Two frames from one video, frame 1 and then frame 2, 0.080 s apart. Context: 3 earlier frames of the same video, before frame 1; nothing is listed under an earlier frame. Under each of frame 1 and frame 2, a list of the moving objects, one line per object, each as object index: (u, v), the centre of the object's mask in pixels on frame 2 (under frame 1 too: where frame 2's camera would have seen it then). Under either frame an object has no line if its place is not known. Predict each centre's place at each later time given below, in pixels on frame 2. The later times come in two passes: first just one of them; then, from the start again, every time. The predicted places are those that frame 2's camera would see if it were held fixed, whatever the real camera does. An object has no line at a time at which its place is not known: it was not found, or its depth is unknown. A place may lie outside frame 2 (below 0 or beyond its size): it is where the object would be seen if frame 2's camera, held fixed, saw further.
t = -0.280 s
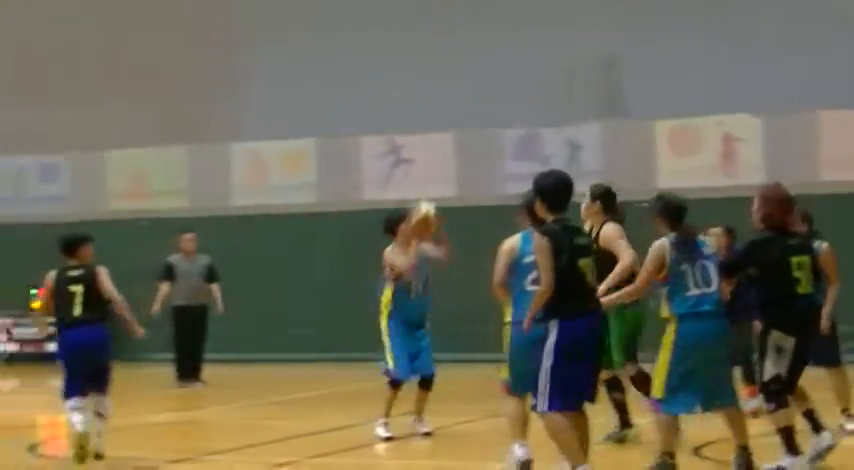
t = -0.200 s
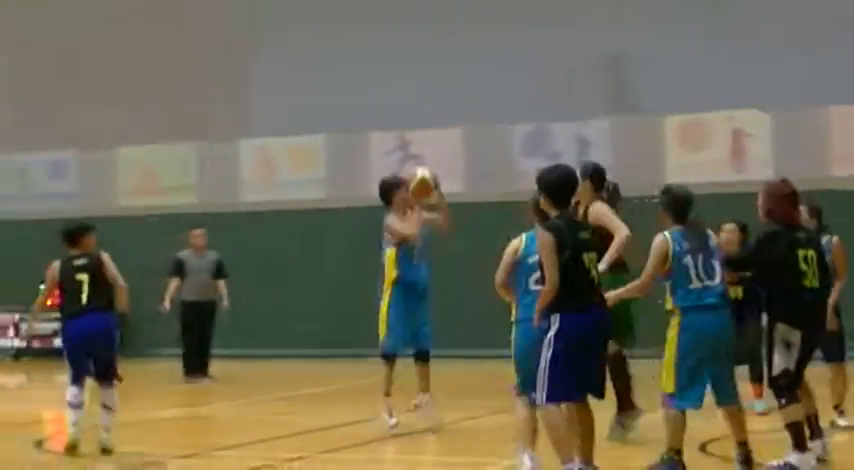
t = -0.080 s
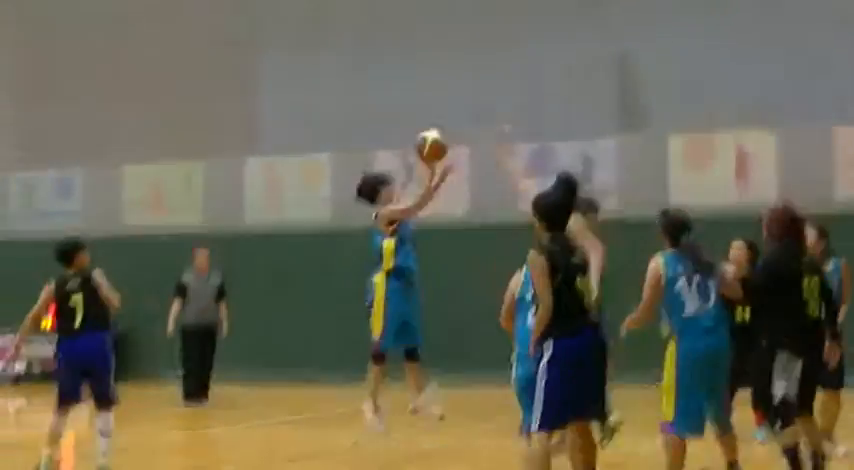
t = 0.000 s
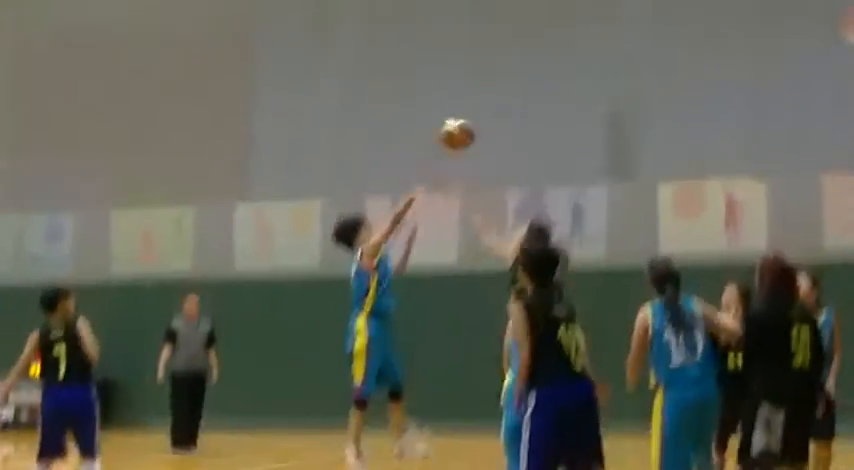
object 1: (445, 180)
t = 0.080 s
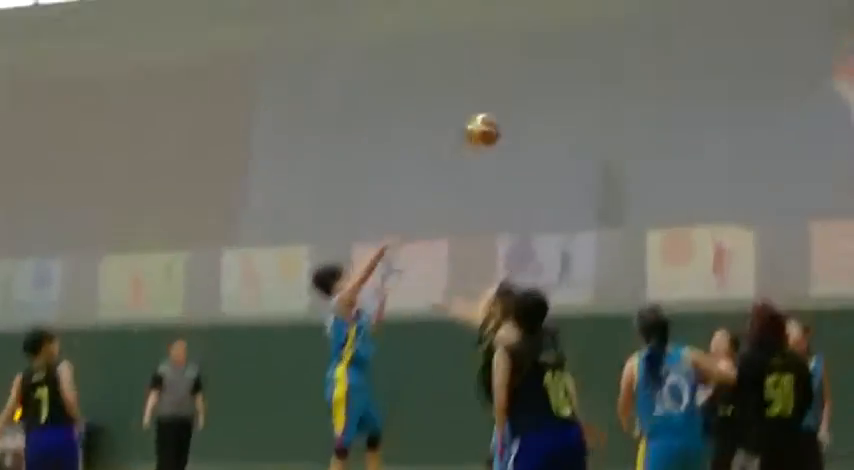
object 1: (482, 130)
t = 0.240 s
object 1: (559, 54)
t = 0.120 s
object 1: (502, 109)
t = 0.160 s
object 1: (521, 89)
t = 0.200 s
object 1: (541, 69)
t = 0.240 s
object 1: (559, 54)
